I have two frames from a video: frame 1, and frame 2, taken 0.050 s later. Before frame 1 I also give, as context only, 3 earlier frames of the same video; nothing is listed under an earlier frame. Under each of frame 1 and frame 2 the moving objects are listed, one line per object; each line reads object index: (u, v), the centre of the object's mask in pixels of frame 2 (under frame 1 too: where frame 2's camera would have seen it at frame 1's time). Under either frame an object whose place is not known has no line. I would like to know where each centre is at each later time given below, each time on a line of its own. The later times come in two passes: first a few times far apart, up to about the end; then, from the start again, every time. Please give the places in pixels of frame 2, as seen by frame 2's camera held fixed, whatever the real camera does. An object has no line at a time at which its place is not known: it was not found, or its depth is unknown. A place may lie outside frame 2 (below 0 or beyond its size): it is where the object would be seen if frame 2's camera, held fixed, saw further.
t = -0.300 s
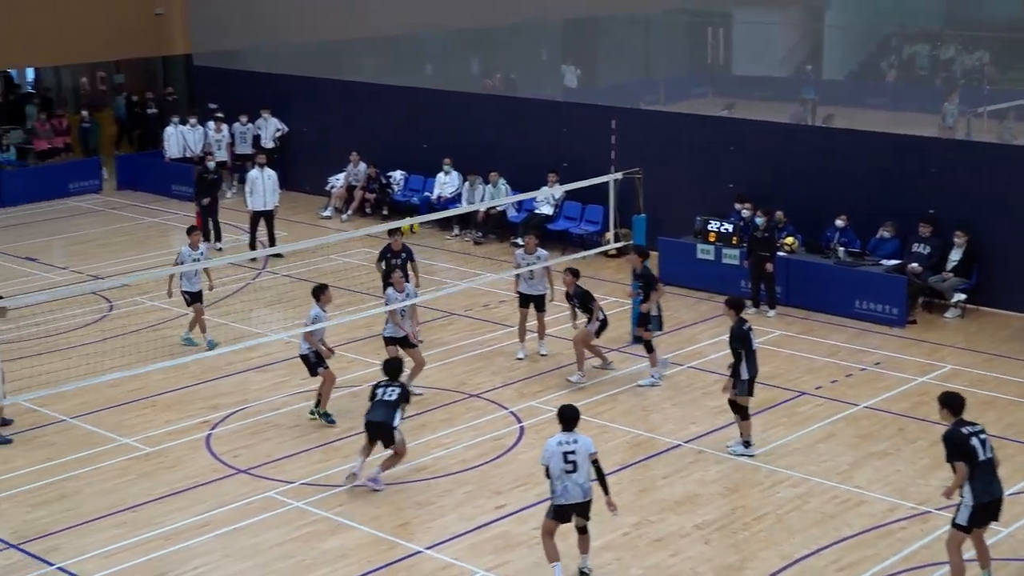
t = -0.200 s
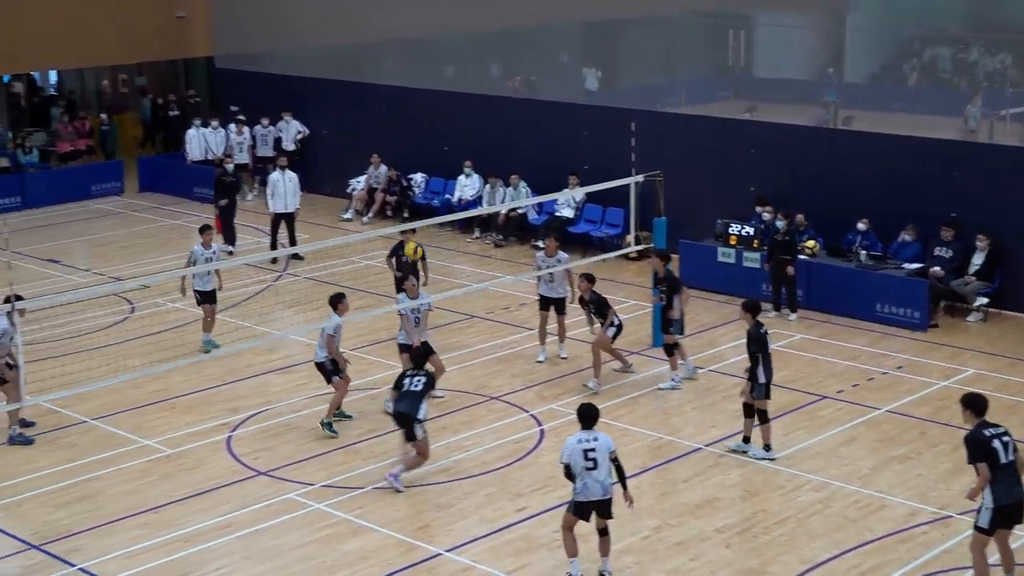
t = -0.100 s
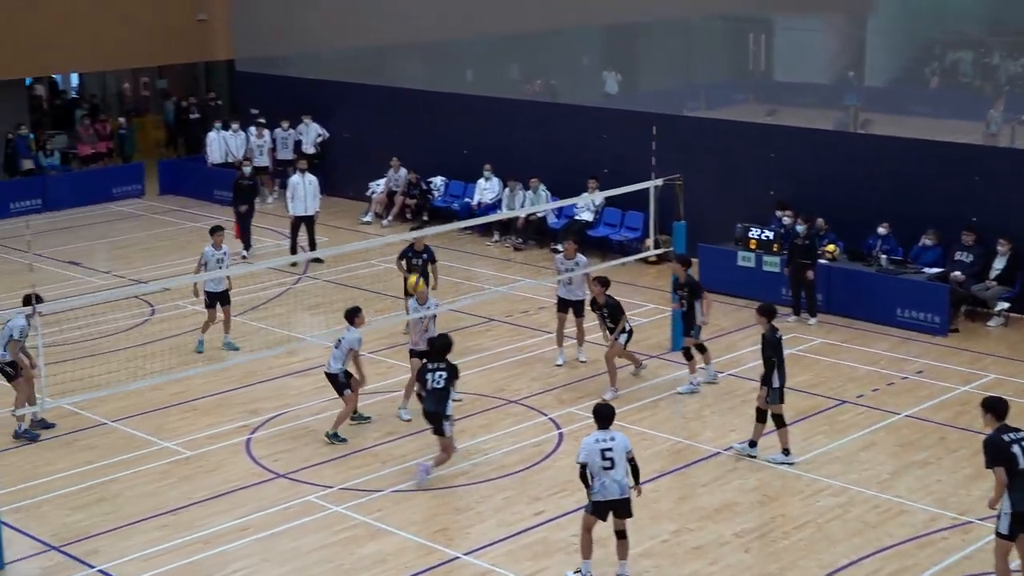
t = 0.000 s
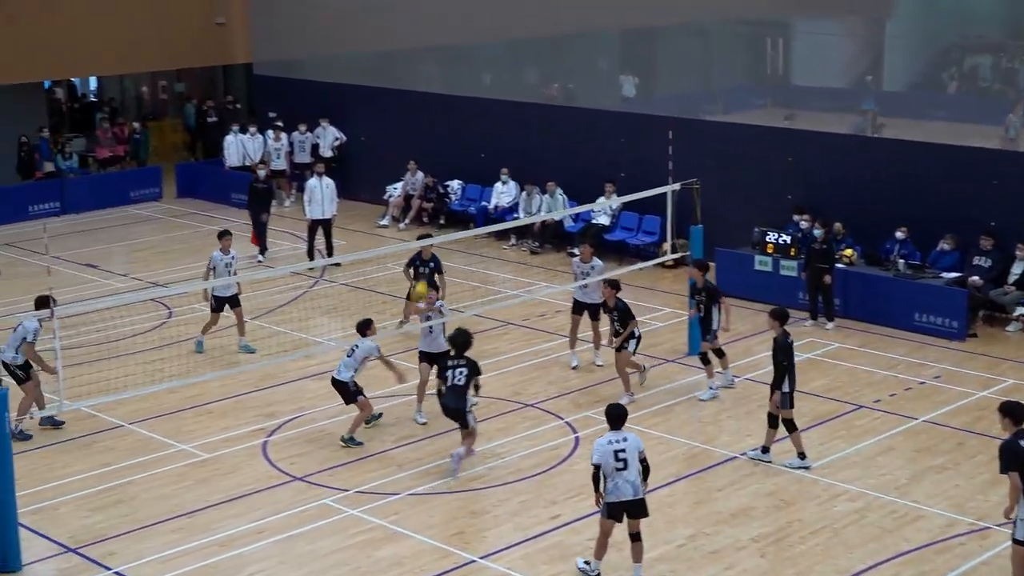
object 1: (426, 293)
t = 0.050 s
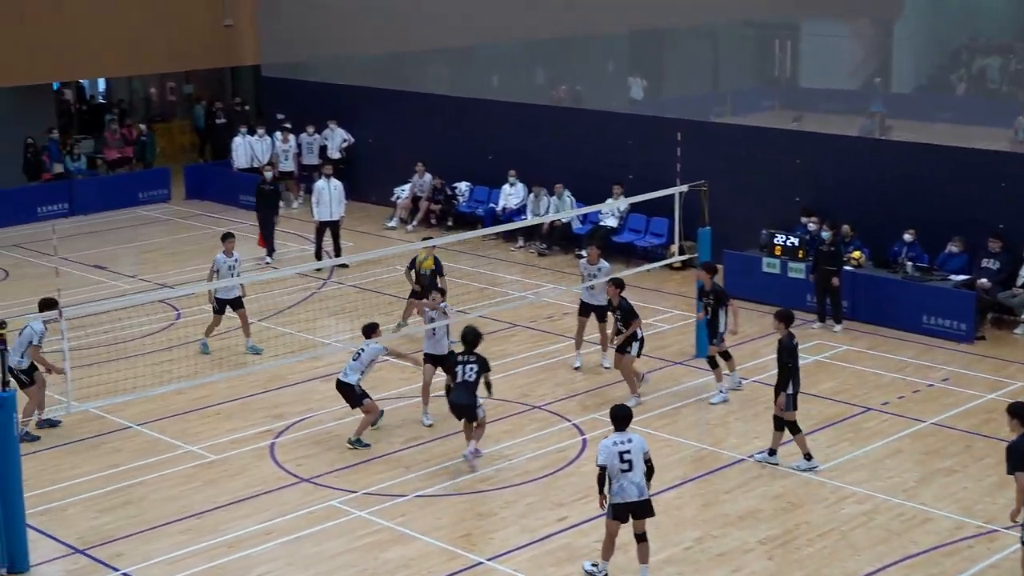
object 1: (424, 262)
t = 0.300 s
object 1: (418, 127)
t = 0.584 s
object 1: (412, 37)
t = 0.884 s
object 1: (408, 16)
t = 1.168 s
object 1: (407, 76)
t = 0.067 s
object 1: (425, 255)
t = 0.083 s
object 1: (424, 240)
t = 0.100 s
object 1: (423, 229)
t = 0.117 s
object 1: (423, 222)
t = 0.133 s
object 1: (423, 212)
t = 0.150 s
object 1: (421, 204)
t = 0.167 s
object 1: (420, 194)
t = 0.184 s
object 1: (419, 184)
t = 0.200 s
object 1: (420, 175)
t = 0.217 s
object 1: (419, 166)
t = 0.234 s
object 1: (419, 159)
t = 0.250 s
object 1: (419, 150)
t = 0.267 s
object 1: (418, 143)
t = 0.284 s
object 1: (418, 135)
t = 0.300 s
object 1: (418, 127)
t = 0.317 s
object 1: (417, 121)
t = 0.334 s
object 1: (417, 114)
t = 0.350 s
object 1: (416, 107)
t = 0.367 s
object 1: (416, 101)
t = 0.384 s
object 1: (416, 95)
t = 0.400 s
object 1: (415, 88)
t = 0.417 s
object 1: (415, 82)
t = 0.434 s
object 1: (415, 76)
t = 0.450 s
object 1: (414, 72)
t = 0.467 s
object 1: (414, 66)
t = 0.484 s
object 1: (413, 61)
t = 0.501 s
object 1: (413, 57)
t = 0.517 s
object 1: (413, 52)
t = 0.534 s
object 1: (413, 47)
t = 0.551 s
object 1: (412, 44)
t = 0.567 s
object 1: (412, 40)
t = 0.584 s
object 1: (412, 37)
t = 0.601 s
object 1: (412, 33)
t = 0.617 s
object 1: (412, 30)
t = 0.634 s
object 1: (411, 28)
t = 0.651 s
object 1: (411, 25)
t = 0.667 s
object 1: (411, 22)
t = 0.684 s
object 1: (410, 21)
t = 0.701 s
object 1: (410, 20)
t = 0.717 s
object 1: (410, 18)
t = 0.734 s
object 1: (410, 17)
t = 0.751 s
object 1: (410, 16)
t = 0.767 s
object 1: (409, 15)
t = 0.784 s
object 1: (409, 14)
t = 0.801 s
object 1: (409, 14)
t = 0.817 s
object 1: (409, 15)
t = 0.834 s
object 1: (409, 15)
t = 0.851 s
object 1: (409, 16)
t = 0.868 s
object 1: (408, 16)
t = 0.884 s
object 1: (408, 16)
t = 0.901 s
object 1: (408, 18)
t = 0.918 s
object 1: (408, 20)
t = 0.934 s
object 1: (408, 22)
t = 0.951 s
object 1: (408, 25)
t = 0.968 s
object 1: (408, 27)
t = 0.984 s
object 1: (407, 30)
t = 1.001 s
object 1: (407, 32)
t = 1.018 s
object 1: (407, 35)
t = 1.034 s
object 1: (407, 38)
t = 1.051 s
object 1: (407, 42)
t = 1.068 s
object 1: (407, 47)
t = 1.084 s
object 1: (407, 52)
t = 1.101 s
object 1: (407, 56)
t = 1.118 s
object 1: (407, 61)
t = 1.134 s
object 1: (406, 66)
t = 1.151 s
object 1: (407, 71)
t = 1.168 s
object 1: (407, 76)
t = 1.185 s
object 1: (406, 83)
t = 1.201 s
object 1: (407, 89)
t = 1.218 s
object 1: (406, 96)
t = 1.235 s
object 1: (406, 102)
